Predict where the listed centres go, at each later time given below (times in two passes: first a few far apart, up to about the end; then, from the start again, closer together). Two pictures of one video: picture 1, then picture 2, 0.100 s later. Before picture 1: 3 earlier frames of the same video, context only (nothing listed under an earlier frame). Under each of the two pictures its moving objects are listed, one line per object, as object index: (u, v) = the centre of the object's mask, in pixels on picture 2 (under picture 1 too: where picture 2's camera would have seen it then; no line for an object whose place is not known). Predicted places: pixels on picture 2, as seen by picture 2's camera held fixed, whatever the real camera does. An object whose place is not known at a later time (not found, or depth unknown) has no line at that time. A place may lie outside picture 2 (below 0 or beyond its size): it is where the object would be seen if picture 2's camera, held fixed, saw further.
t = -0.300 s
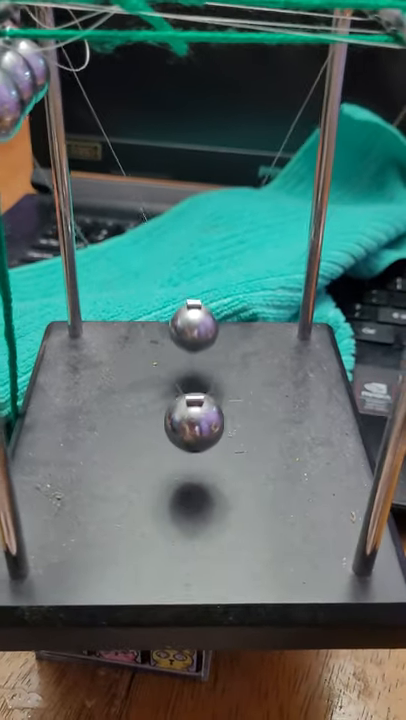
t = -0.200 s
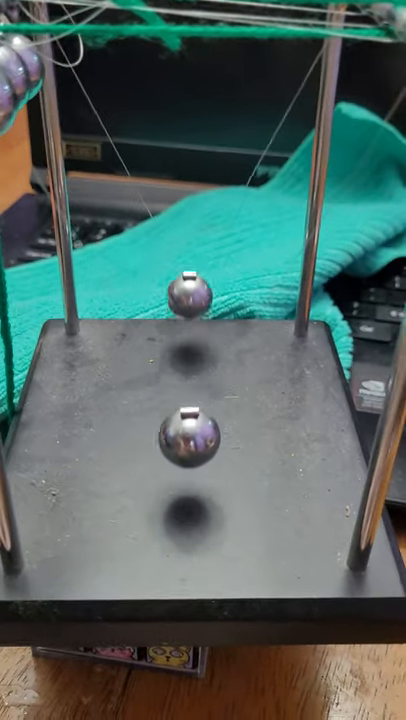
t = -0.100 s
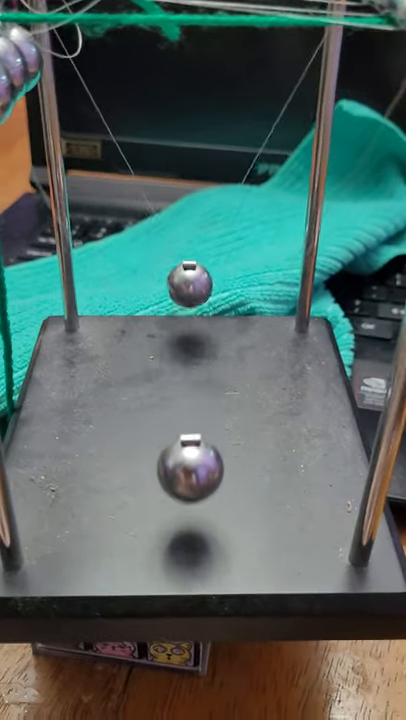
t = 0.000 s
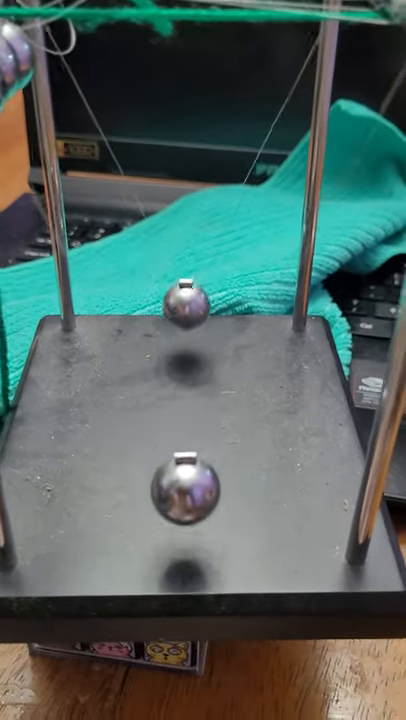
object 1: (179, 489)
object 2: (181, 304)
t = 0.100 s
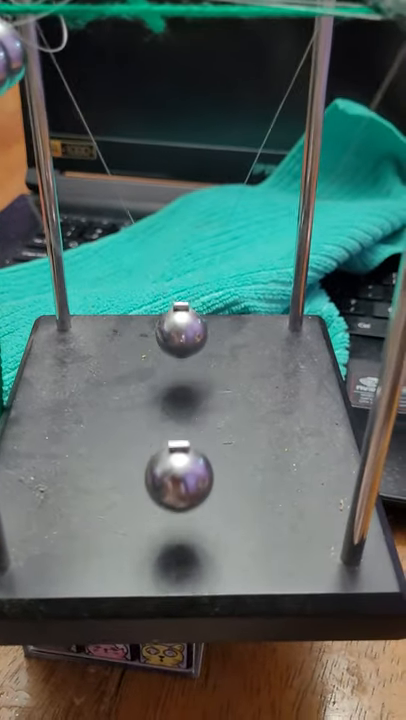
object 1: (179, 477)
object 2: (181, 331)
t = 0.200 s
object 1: (179, 440)
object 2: (181, 340)
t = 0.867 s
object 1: (180, 429)
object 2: (182, 339)
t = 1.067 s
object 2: (182, 292)
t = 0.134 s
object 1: (179, 466)
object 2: (181, 336)
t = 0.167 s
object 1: (179, 453)
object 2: (181, 339)
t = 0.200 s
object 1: (179, 440)
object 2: (181, 340)
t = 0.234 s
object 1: (179, 429)
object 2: (182, 338)
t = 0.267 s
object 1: (179, 420)
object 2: (182, 334)
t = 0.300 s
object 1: (179, 414)
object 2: (182, 328)
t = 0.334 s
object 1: (179, 412)
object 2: (182, 319)
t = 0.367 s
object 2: (181, 309)
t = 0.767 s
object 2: (182, 336)
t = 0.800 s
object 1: (180, 454)
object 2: (182, 339)
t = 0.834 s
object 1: (180, 441)
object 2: (182, 340)
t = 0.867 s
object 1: (180, 429)
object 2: (182, 339)
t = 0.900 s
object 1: (180, 420)
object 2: (182, 335)
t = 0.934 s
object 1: (179, 413)
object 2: (182, 329)
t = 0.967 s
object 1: (179, 411)
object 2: (181, 321)
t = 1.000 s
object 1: (179, 414)
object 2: (181, 311)
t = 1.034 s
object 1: (179, 420)
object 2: (182, 301)
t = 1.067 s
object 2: (182, 292)
